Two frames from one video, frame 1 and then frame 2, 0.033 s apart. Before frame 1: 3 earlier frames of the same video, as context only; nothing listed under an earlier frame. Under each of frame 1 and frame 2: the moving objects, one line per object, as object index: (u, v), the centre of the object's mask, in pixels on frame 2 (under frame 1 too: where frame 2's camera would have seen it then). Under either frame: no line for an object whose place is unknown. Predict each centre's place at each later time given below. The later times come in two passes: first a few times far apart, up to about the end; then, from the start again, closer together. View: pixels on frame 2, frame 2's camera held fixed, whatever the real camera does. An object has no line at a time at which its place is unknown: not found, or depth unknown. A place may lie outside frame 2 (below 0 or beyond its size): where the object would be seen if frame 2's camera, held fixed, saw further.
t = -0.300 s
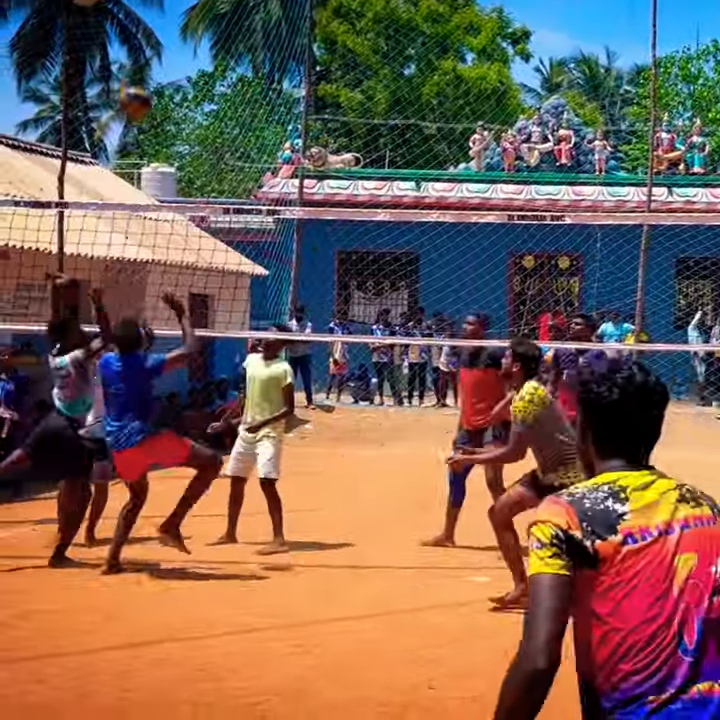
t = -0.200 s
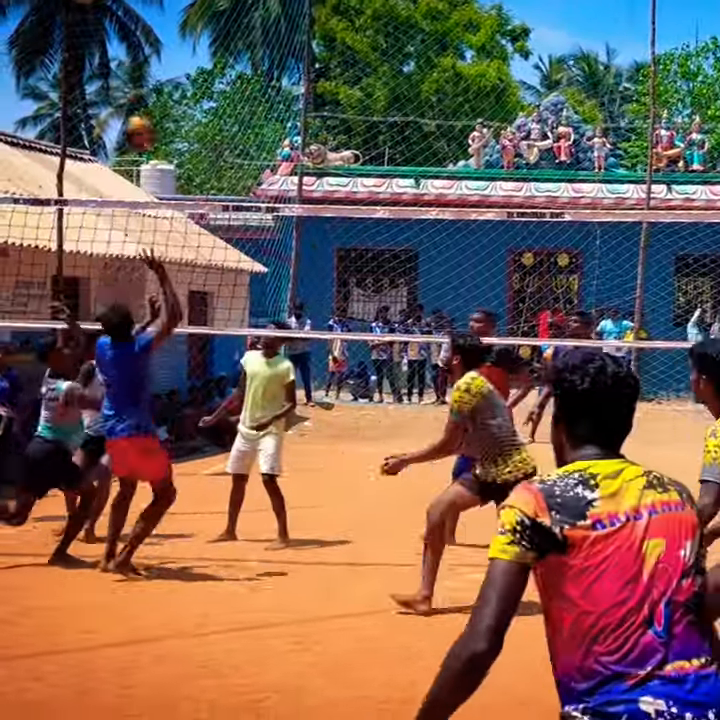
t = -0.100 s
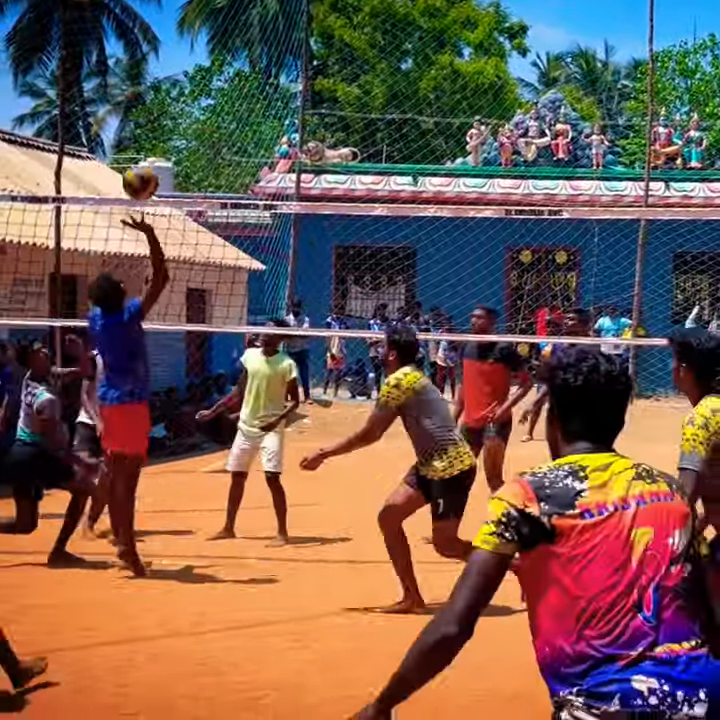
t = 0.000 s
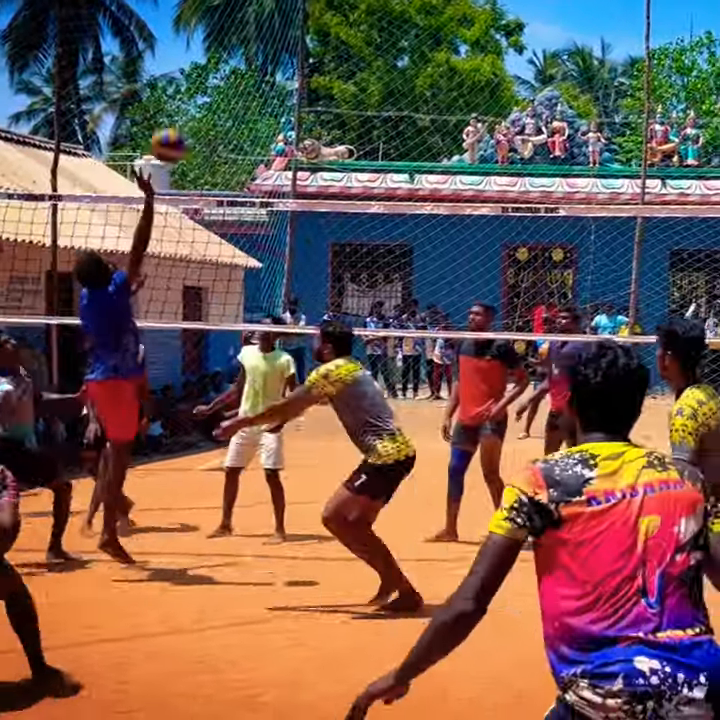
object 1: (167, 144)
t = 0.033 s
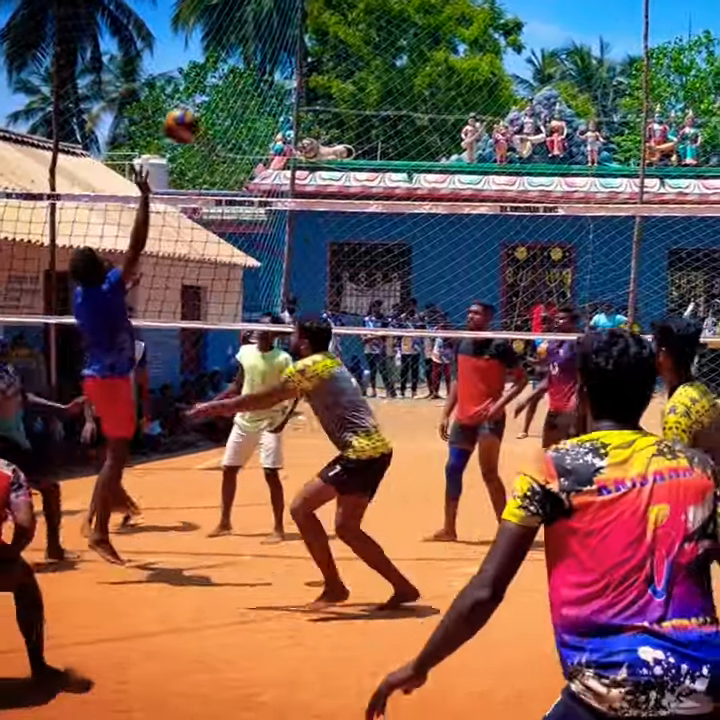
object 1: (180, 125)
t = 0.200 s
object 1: (257, 54)
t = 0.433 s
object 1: (359, 33)
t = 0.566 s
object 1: (415, 62)
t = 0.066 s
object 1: (197, 108)
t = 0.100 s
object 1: (211, 93)
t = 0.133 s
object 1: (227, 79)
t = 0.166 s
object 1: (242, 66)
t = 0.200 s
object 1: (257, 54)
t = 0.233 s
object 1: (271, 48)
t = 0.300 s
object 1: (300, 36)
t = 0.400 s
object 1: (345, 31)
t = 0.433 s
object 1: (359, 33)
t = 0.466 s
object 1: (374, 40)
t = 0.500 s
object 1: (387, 45)
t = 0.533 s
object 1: (401, 54)
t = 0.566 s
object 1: (415, 62)
